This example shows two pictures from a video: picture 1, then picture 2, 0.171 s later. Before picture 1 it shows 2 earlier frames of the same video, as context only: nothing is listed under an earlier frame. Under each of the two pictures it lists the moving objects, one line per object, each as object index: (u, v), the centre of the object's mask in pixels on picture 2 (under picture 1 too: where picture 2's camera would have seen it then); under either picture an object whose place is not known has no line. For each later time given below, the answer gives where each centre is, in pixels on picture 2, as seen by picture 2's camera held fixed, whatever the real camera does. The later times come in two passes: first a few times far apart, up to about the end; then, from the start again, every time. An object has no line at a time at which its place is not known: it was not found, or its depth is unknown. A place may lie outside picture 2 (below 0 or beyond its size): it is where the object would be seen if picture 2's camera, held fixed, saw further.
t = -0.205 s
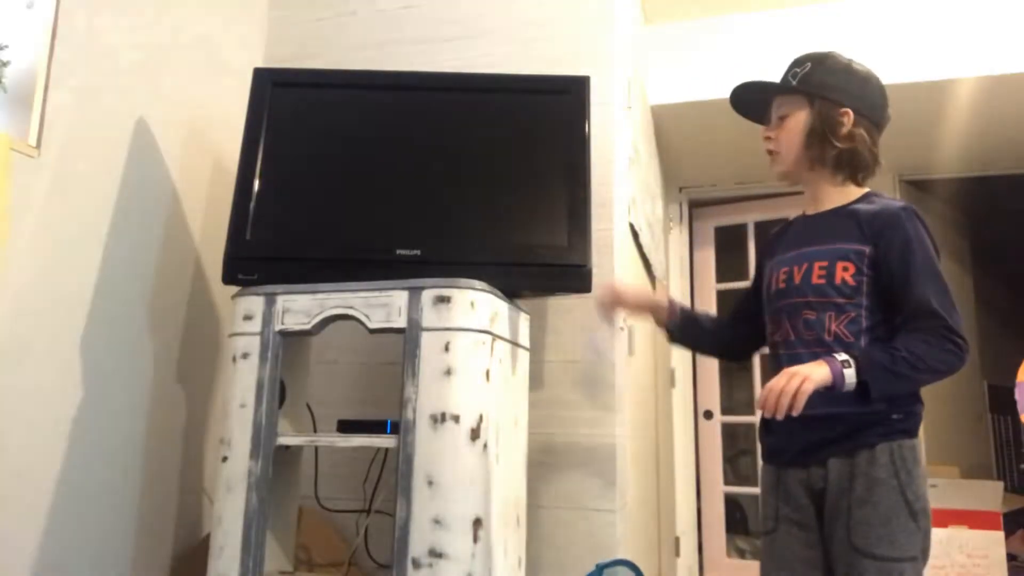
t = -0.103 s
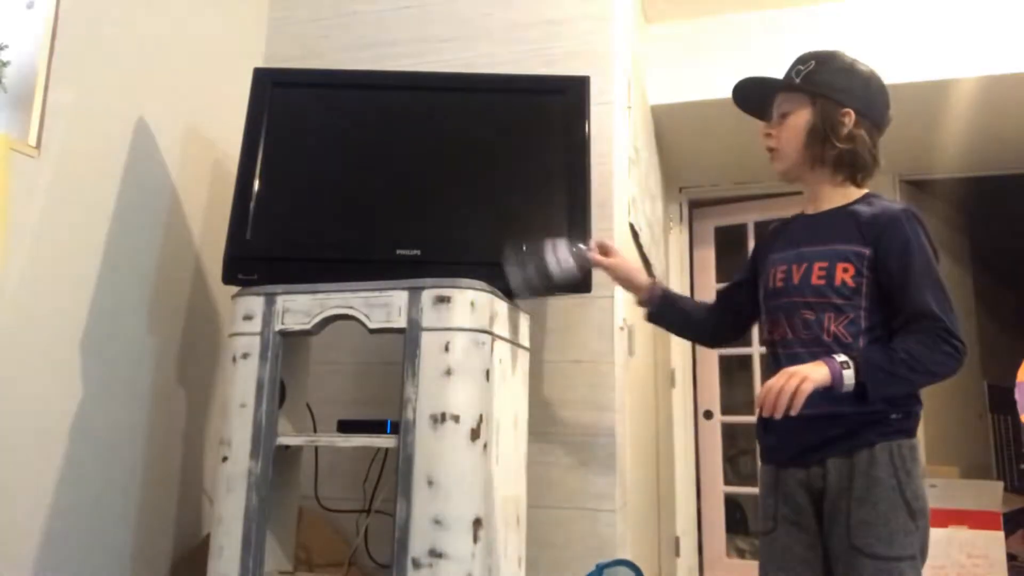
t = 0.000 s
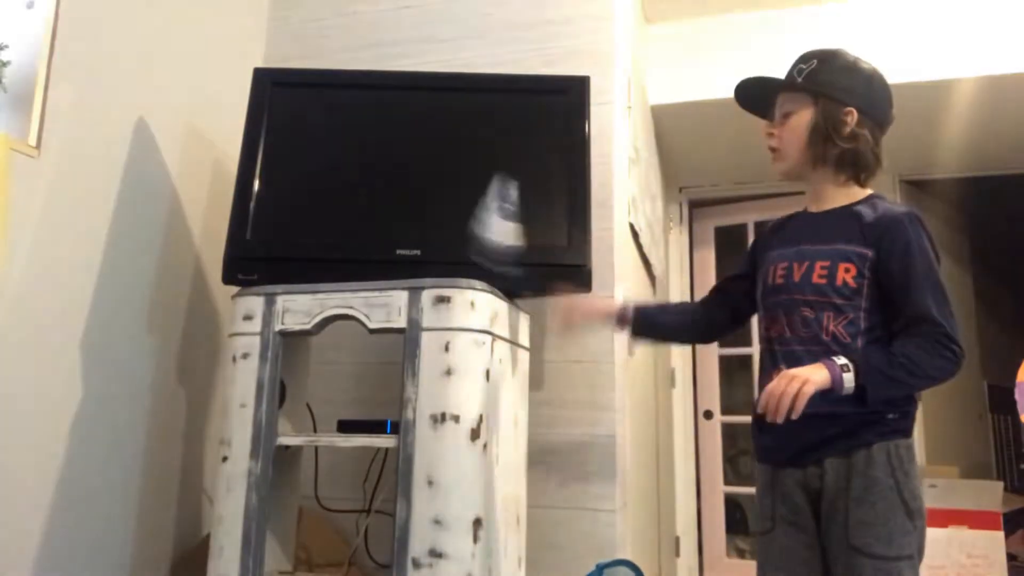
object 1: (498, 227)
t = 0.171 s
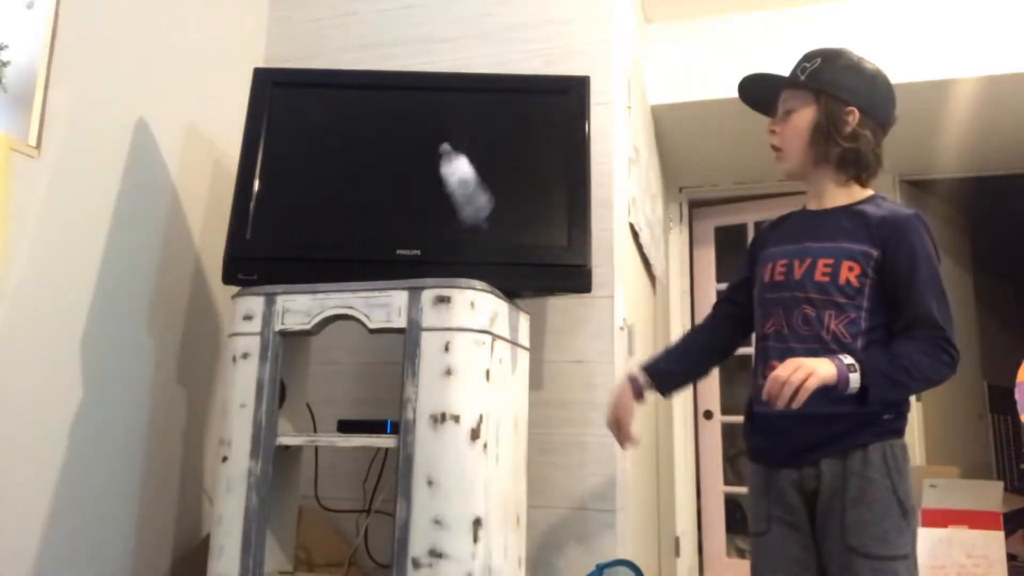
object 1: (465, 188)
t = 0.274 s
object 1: (448, 229)
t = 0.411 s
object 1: (426, 241)
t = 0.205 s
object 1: (459, 200)
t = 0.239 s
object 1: (453, 213)
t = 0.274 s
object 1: (448, 229)
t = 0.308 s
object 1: (441, 240)
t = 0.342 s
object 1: (434, 241)
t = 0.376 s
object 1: (429, 240)
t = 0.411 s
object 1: (426, 241)
